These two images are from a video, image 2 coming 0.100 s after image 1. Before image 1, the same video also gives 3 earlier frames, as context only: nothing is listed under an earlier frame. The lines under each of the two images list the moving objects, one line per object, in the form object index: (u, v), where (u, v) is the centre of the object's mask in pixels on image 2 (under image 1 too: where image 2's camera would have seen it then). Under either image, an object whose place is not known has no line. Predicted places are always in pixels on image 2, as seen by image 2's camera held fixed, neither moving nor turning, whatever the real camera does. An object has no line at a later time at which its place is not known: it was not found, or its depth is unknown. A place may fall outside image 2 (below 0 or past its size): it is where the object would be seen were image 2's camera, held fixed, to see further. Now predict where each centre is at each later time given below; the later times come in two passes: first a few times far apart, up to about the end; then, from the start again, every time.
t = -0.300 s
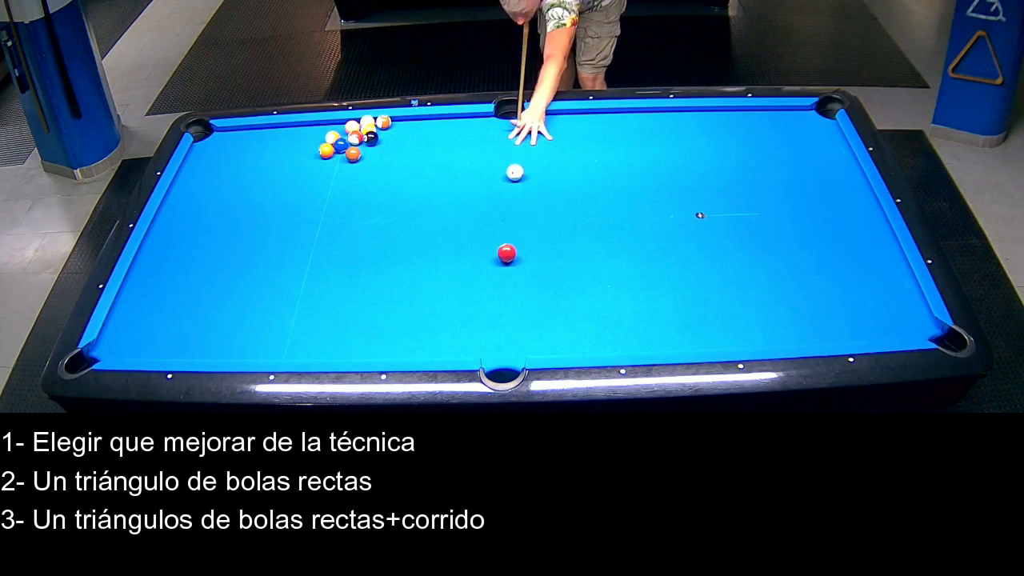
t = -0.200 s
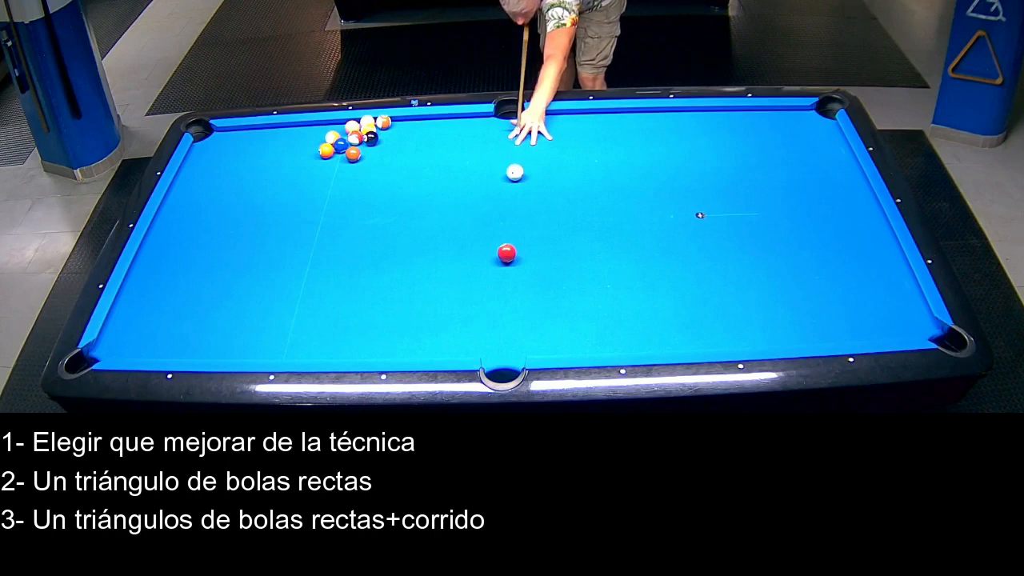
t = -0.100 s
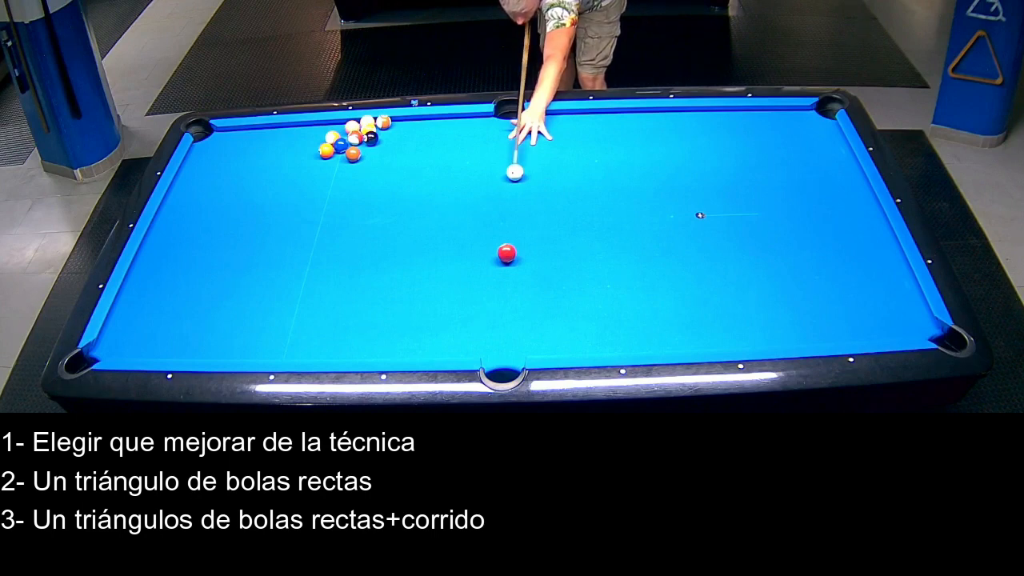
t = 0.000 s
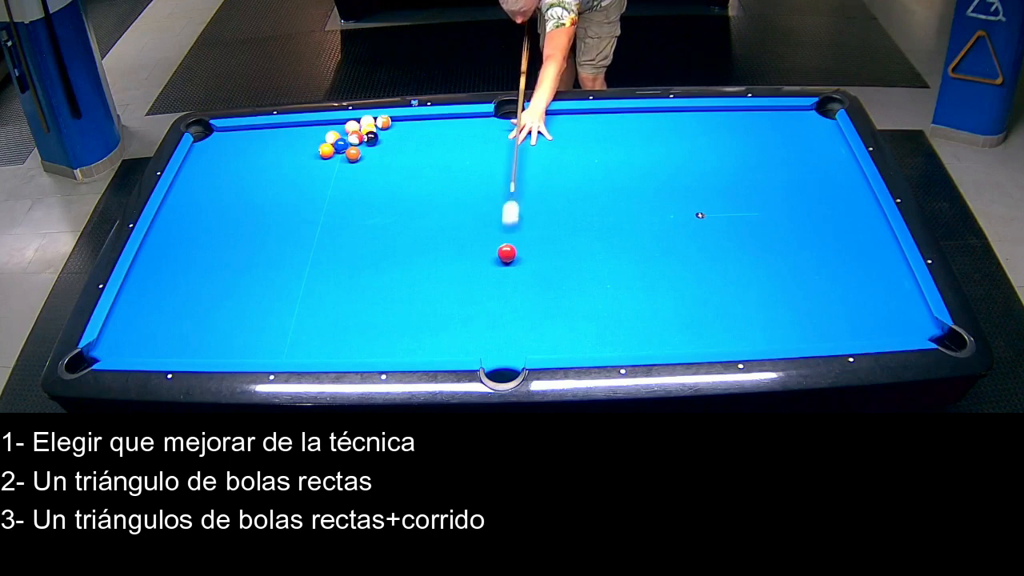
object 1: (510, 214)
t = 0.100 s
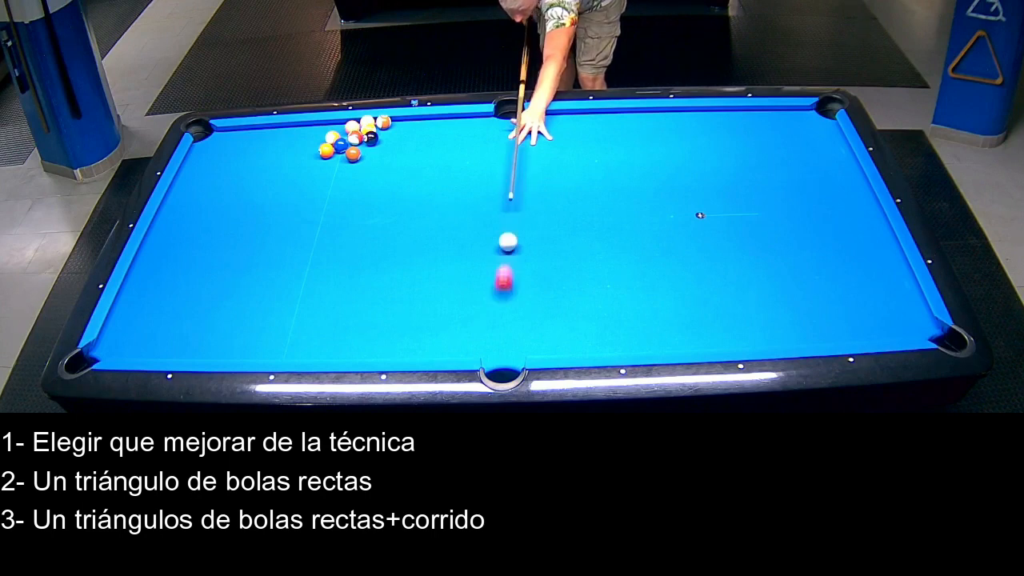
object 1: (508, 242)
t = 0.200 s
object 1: (507, 247)
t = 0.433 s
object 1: (504, 277)
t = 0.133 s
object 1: (507, 243)
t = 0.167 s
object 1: (507, 245)
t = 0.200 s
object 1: (507, 247)
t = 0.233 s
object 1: (507, 250)
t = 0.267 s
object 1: (506, 254)
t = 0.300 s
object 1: (506, 258)
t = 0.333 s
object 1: (505, 262)
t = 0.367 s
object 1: (505, 267)
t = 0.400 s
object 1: (504, 272)
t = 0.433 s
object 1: (504, 277)
